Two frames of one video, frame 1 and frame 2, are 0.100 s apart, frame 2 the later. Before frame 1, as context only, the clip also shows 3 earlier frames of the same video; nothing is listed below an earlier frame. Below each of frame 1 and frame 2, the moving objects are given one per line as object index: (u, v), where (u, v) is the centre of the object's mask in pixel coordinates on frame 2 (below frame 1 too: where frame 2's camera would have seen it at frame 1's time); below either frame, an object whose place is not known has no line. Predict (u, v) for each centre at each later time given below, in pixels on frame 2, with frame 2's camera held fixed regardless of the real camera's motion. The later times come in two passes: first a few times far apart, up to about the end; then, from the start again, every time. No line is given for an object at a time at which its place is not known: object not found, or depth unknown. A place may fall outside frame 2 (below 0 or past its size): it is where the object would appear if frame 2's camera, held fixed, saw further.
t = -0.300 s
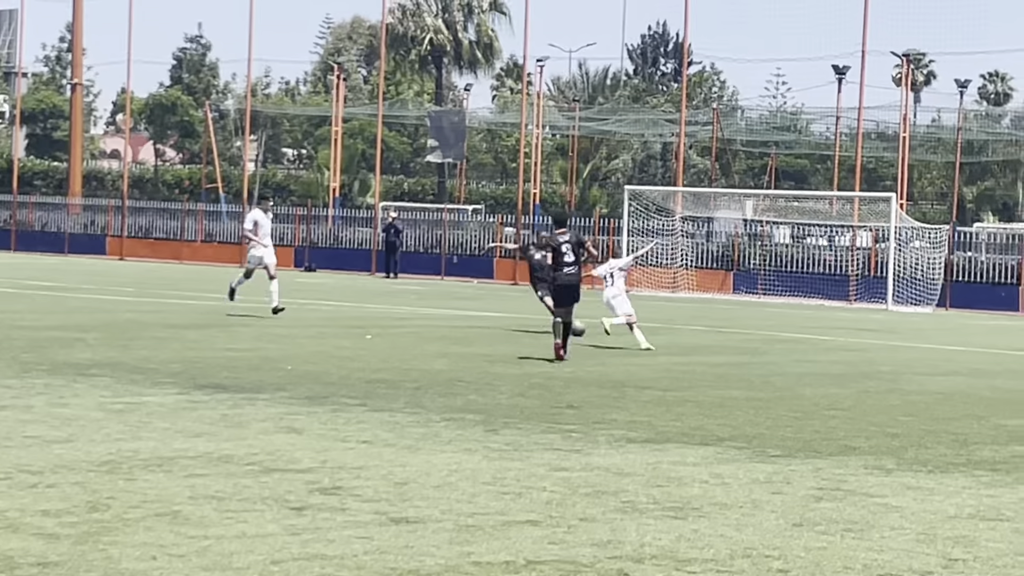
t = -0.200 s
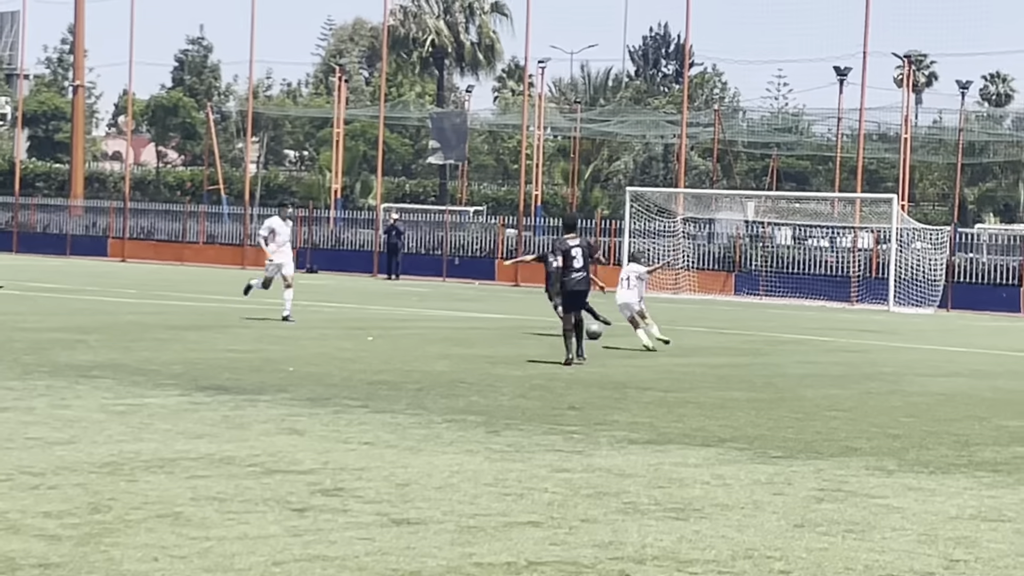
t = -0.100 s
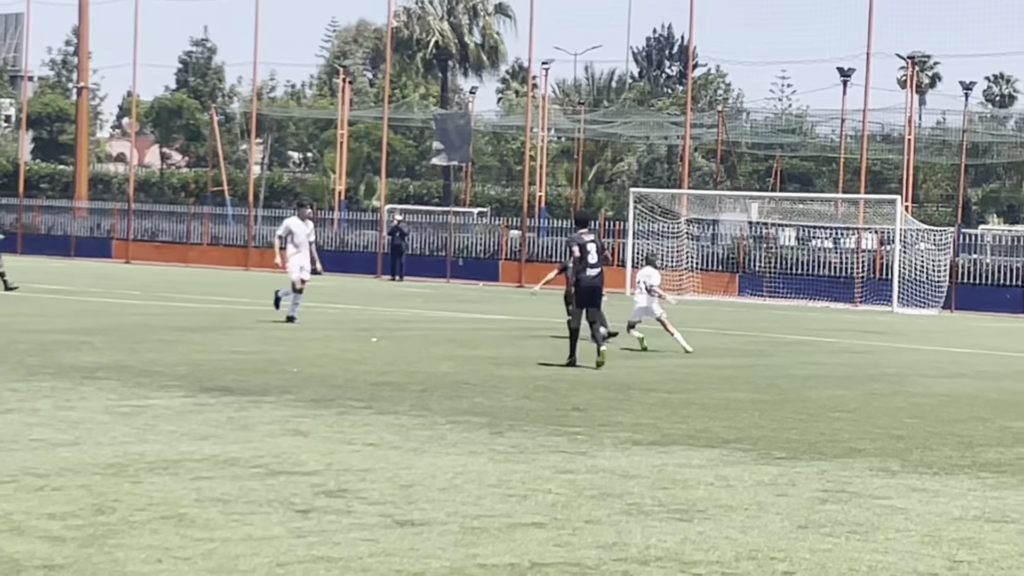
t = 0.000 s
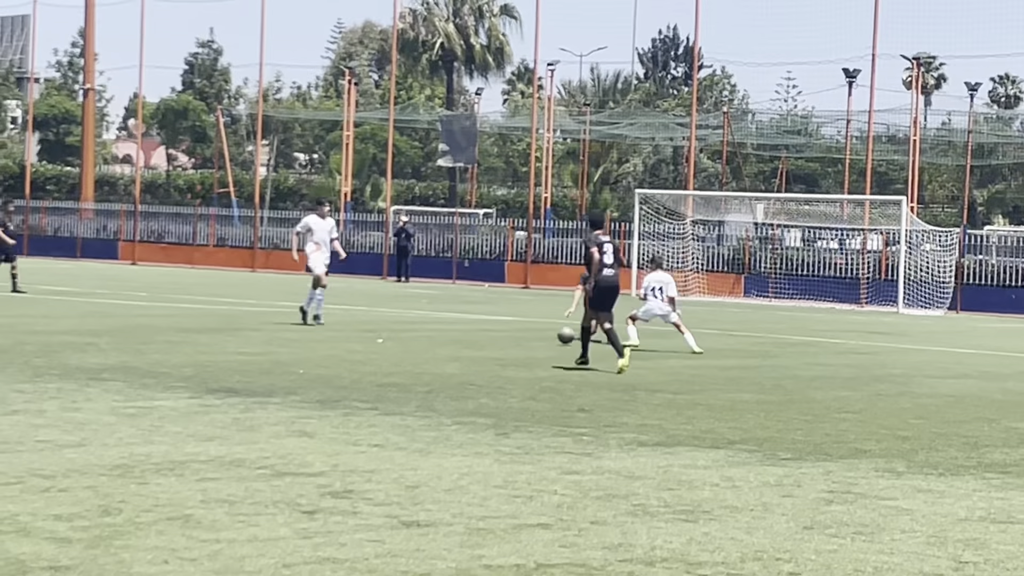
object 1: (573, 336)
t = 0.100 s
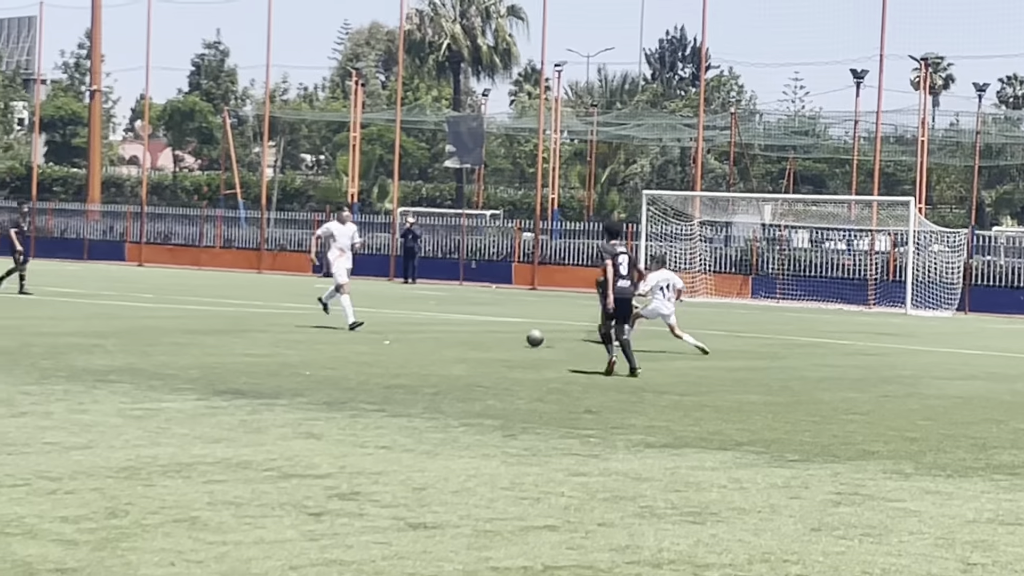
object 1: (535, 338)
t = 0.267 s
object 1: (477, 340)
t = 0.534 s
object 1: (398, 340)
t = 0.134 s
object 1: (523, 337)
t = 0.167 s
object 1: (512, 337)
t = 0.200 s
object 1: (500, 339)
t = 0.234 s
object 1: (487, 342)
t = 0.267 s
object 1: (477, 340)
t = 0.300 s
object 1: (467, 338)
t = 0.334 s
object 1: (457, 338)
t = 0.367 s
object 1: (447, 340)
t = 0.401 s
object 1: (436, 341)
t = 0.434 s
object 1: (426, 343)
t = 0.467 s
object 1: (417, 341)
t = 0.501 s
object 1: (408, 340)
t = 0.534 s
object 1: (398, 340)
